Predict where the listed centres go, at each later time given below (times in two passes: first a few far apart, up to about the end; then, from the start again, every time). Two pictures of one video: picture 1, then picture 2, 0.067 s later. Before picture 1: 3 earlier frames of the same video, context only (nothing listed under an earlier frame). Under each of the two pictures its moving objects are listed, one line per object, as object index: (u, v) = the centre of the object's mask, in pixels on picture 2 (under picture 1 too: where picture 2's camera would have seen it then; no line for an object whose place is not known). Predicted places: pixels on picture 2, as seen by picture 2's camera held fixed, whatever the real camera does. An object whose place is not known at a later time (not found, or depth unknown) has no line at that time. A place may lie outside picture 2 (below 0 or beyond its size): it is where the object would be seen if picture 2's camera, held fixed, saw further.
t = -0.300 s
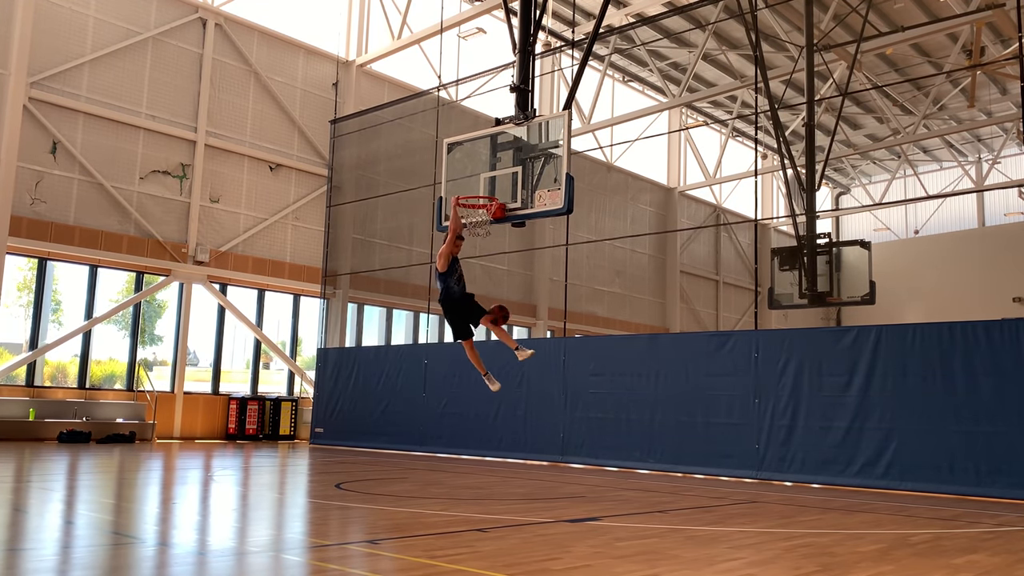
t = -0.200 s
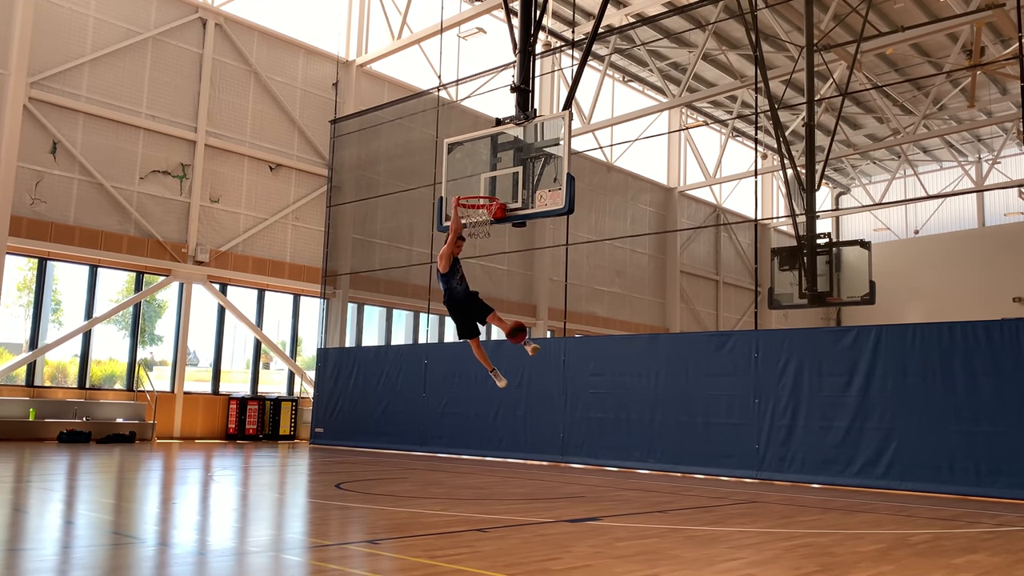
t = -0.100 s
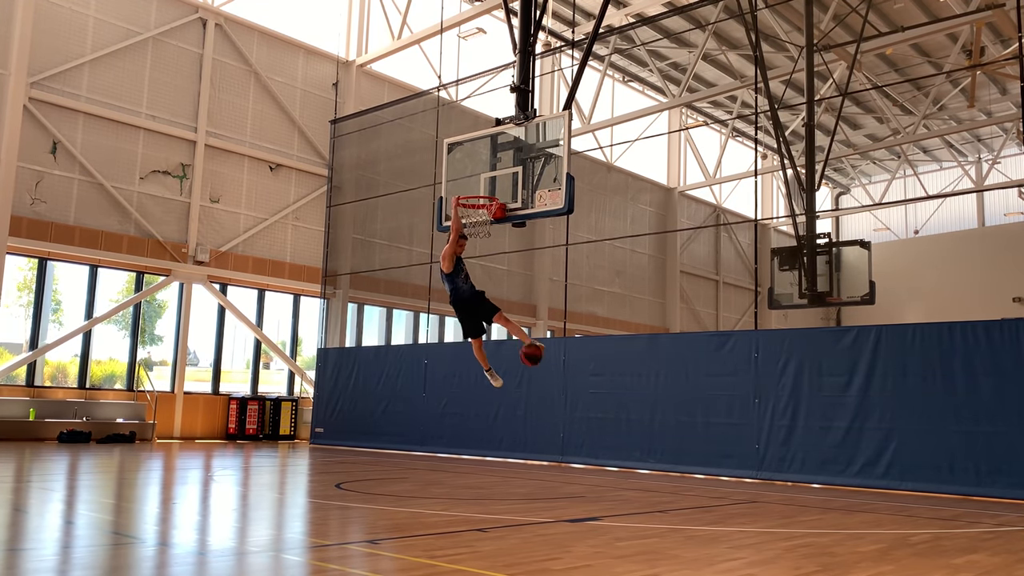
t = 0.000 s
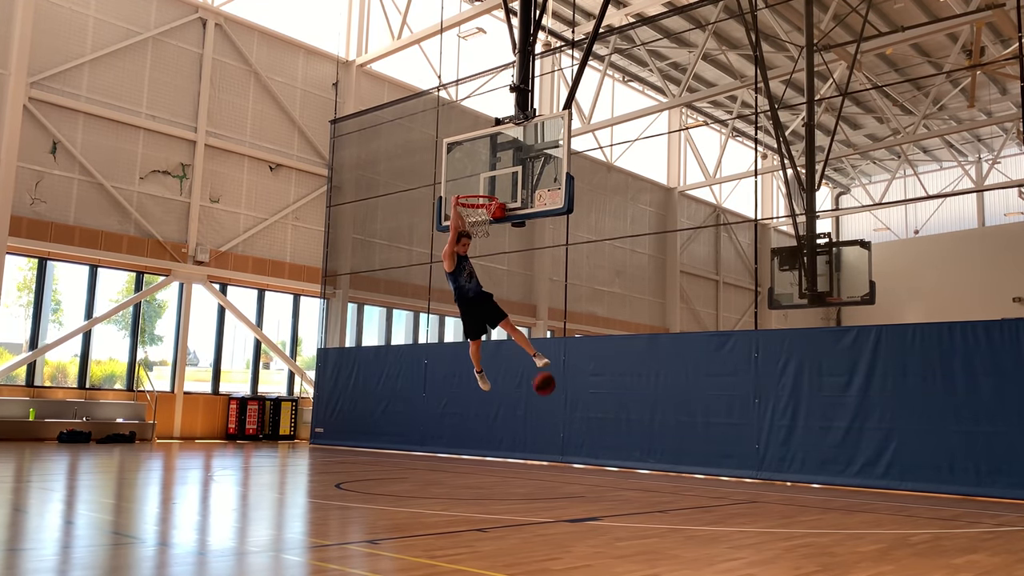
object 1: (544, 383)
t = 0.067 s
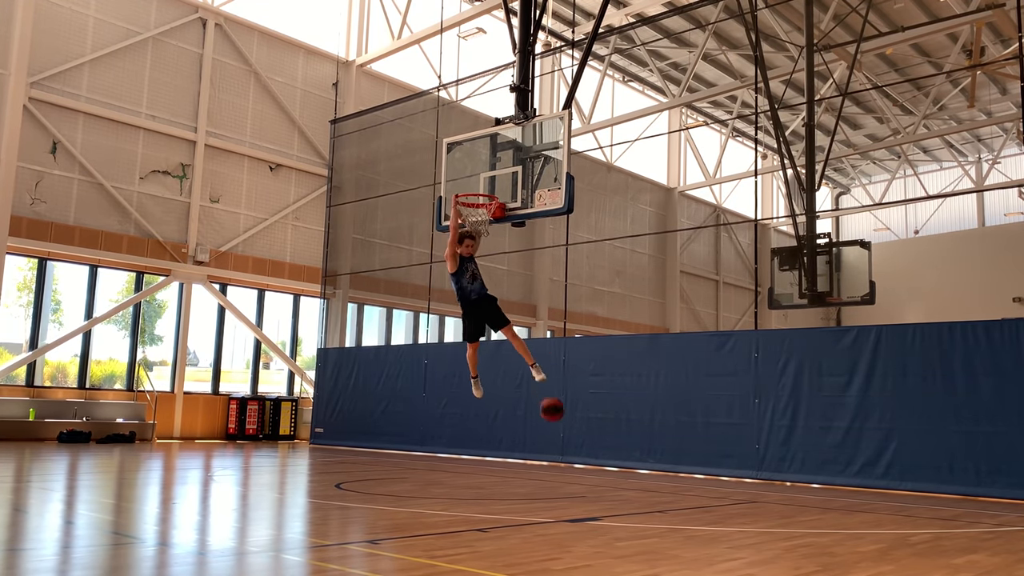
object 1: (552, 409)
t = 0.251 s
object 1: (577, 470)
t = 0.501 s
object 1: (614, 386)
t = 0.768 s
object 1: (659, 368)
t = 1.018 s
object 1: (709, 433)
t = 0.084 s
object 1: (554, 417)
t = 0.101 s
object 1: (556, 424)
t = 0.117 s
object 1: (558, 433)
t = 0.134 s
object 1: (561, 441)
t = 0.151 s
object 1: (563, 449)
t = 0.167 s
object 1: (565, 458)
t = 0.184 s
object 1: (568, 468)
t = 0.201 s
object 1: (570, 479)
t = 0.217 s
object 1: (572, 486)
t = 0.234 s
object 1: (575, 478)
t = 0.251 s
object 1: (577, 470)
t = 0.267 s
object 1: (580, 462)
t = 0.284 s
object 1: (582, 455)
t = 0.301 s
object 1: (584, 448)
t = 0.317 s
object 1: (586, 442)
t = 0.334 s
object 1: (589, 435)
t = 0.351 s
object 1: (592, 429)
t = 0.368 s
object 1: (594, 423)
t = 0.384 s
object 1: (597, 418)
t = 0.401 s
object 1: (599, 413)
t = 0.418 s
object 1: (601, 408)
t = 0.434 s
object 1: (604, 403)
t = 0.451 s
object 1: (606, 398)
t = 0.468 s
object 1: (609, 394)
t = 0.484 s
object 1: (612, 390)
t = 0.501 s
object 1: (614, 386)
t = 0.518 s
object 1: (617, 383)
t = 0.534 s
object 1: (620, 379)
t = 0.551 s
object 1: (622, 377)
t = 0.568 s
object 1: (625, 374)
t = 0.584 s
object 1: (628, 372)
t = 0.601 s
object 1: (630, 370)
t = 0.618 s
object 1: (633, 369)
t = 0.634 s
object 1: (636, 367)
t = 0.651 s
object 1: (639, 366)
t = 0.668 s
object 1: (641, 365)
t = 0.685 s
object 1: (645, 365)
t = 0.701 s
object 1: (647, 365)
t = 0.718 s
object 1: (650, 365)
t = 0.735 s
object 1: (653, 366)
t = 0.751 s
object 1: (656, 367)
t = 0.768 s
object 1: (659, 368)
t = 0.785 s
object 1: (662, 369)
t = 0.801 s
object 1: (665, 371)
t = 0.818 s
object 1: (668, 374)
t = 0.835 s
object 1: (671, 376)
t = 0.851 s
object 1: (675, 379)
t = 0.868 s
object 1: (678, 382)
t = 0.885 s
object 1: (681, 386)
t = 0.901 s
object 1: (684, 391)
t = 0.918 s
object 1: (688, 395)
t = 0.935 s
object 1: (691, 401)
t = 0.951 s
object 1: (695, 406)
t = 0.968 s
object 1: (698, 413)
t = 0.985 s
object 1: (701, 418)
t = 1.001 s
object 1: (705, 425)
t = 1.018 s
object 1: (709, 433)
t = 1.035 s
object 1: (712, 440)
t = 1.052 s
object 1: (716, 449)
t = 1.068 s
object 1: (720, 457)
